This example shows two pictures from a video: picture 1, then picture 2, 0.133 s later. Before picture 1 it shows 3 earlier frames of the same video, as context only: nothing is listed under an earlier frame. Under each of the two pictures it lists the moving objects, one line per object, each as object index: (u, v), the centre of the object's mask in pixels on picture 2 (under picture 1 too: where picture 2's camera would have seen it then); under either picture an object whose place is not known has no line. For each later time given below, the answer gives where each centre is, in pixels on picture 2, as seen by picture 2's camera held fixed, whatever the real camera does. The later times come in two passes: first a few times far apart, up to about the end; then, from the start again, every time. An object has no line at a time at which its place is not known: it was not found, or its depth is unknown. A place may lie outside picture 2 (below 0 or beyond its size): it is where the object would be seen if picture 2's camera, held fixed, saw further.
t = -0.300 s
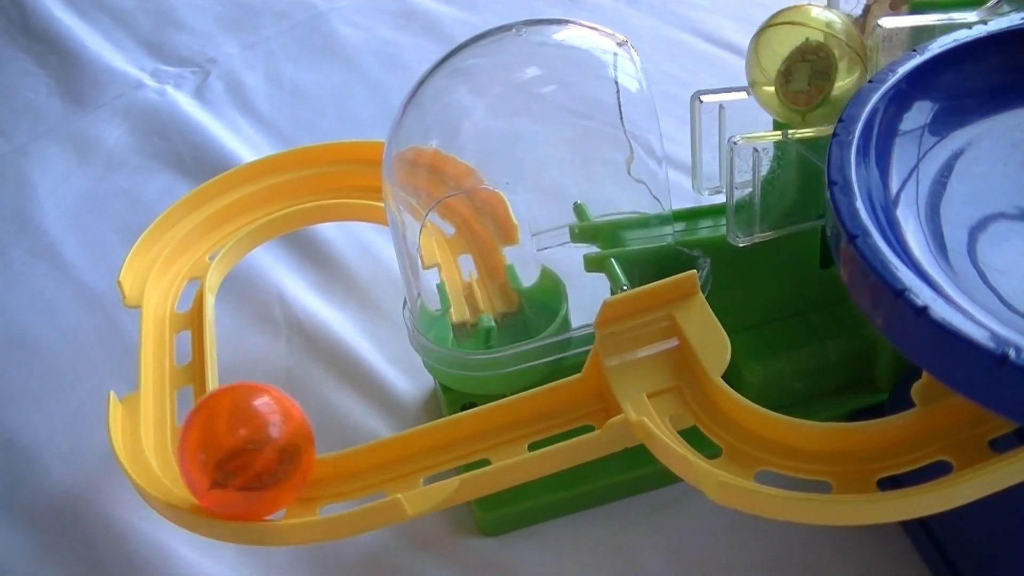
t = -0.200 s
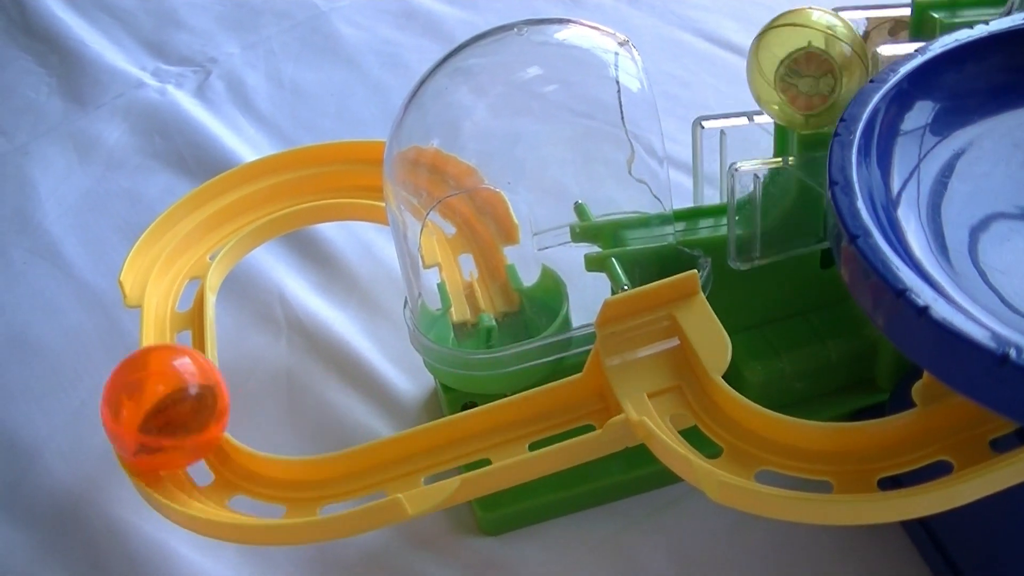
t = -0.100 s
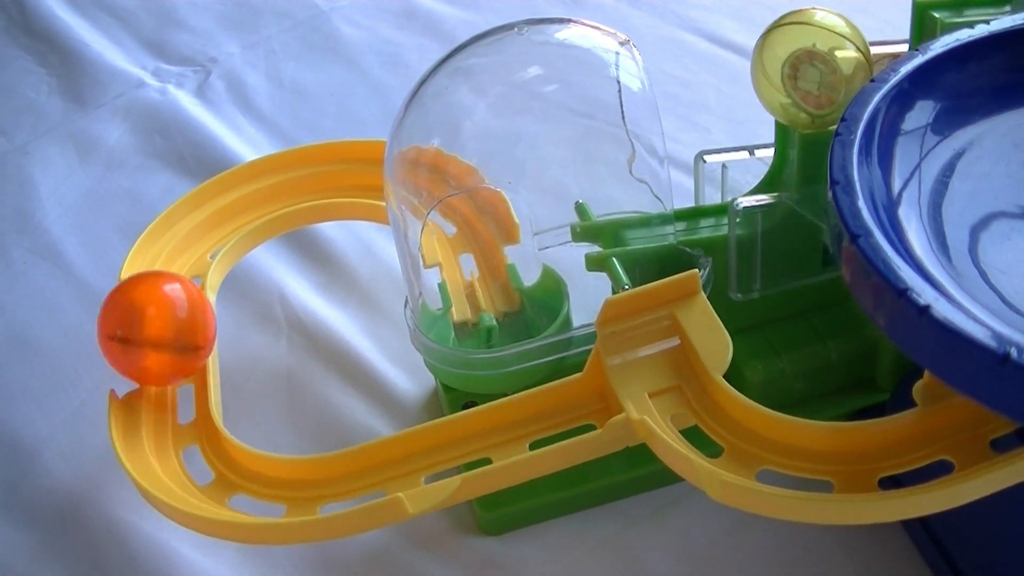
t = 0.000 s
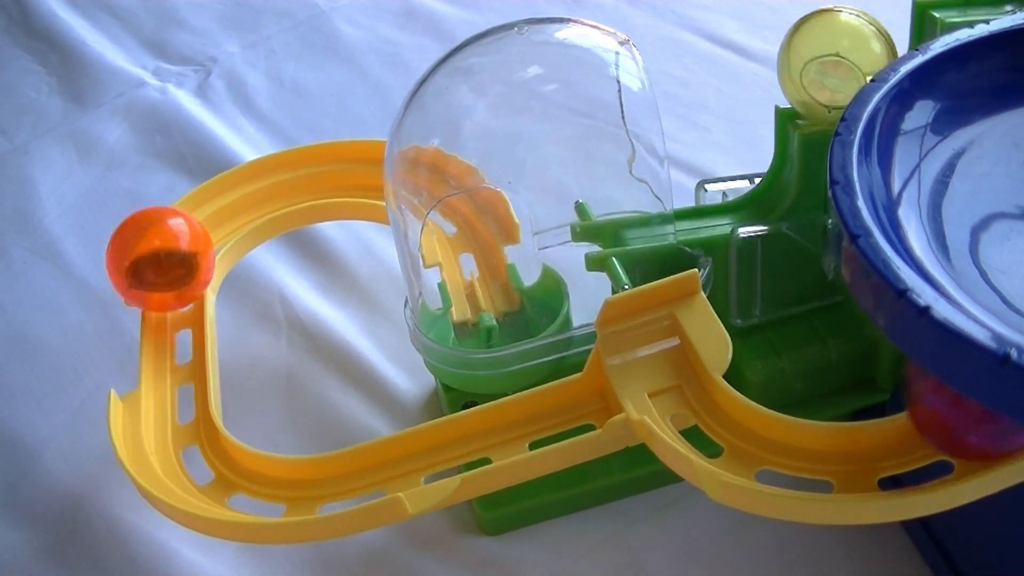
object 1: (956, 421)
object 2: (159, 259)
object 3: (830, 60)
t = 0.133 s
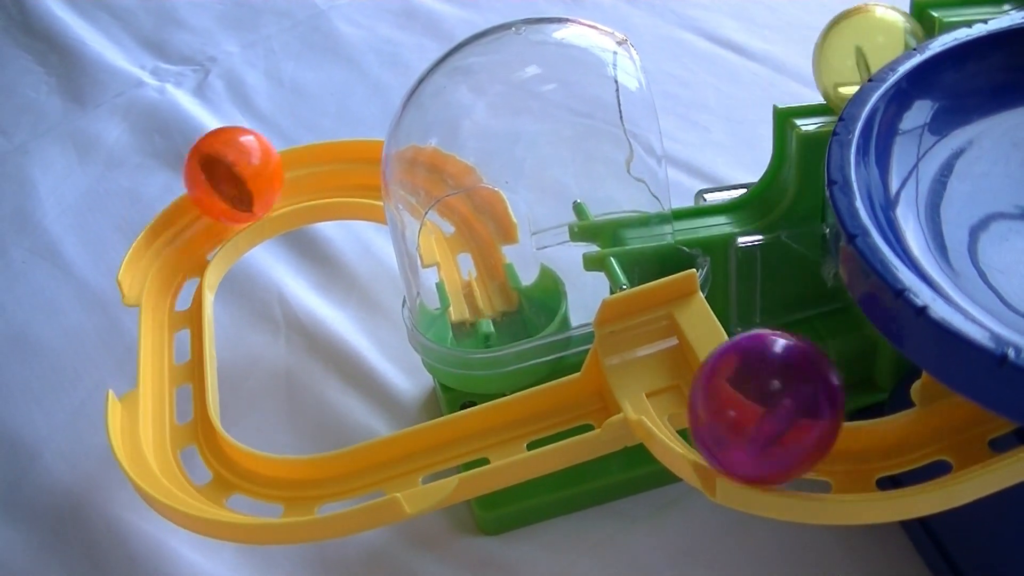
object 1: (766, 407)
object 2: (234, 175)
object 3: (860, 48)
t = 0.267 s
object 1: (624, 335)
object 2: (354, 148)
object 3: (864, 43)
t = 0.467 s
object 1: (417, 416)
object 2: (468, 229)
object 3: (879, 27)
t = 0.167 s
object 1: (721, 391)
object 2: (266, 162)
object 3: (860, 48)
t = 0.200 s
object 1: (686, 369)
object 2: (299, 153)
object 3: (861, 48)
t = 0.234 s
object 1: (659, 345)
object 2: (332, 149)
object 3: (862, 45)
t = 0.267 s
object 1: (624, 335)
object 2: (354, 148)
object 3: (864, 43)
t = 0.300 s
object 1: (591, 317)
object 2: (368, 149)
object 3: (865, 40)
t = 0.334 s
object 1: (558, 332)
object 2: (377, 156)
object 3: (867, 38)
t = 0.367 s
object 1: (524, 365)
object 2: (444, 175)
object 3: (869, 35)
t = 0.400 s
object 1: (489, 391)
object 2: (455, 193)
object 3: (871, 32)
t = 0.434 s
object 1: (453, 404)
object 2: (461, 210)
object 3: (874, 30)
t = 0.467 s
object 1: (417, 416)
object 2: (468, 229)
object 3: (879, 27)
